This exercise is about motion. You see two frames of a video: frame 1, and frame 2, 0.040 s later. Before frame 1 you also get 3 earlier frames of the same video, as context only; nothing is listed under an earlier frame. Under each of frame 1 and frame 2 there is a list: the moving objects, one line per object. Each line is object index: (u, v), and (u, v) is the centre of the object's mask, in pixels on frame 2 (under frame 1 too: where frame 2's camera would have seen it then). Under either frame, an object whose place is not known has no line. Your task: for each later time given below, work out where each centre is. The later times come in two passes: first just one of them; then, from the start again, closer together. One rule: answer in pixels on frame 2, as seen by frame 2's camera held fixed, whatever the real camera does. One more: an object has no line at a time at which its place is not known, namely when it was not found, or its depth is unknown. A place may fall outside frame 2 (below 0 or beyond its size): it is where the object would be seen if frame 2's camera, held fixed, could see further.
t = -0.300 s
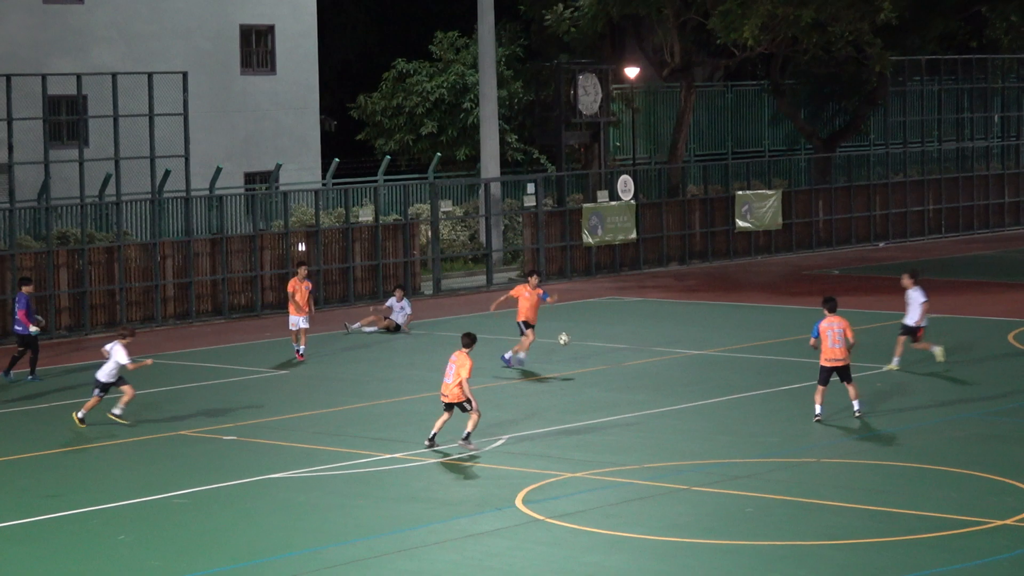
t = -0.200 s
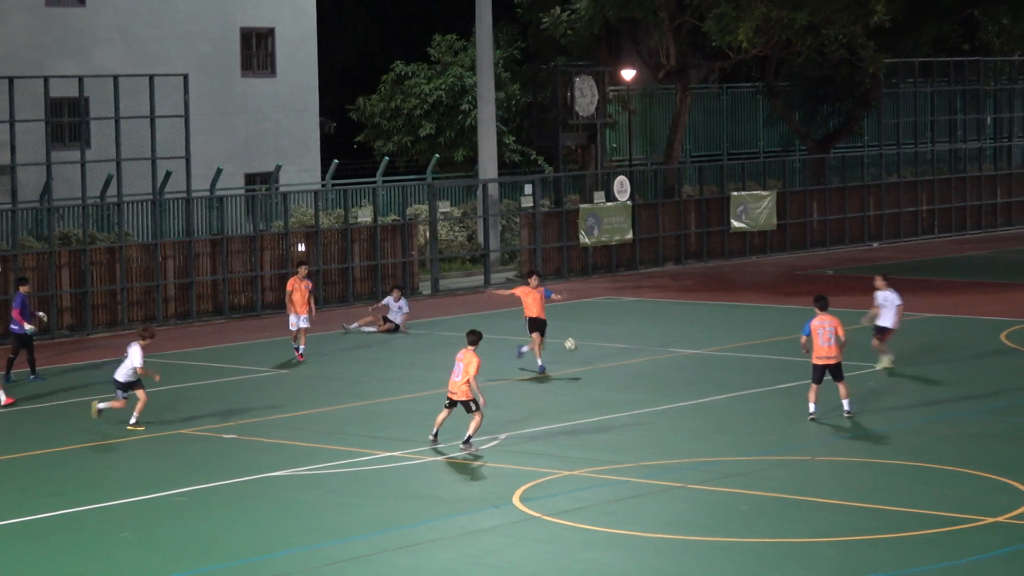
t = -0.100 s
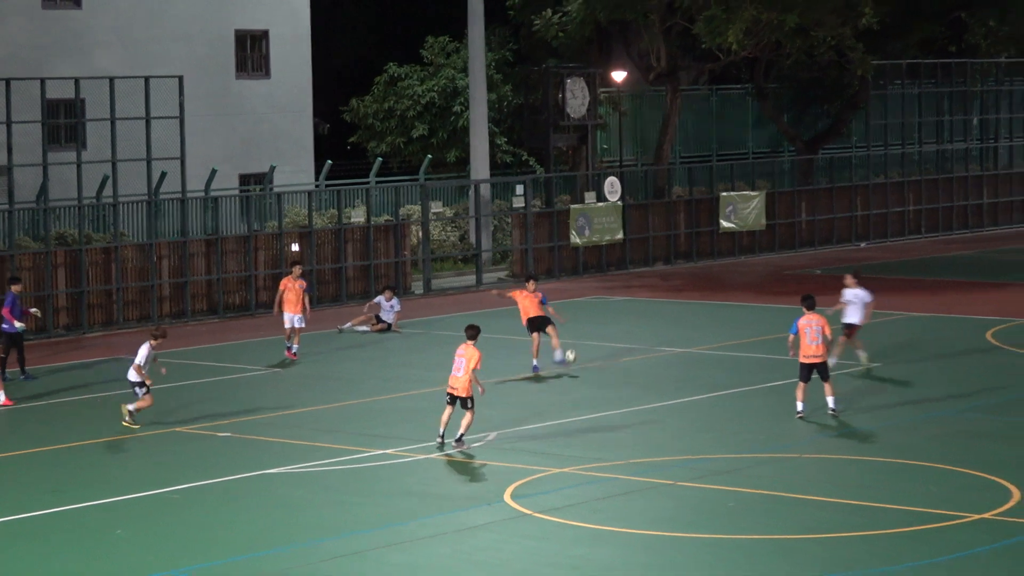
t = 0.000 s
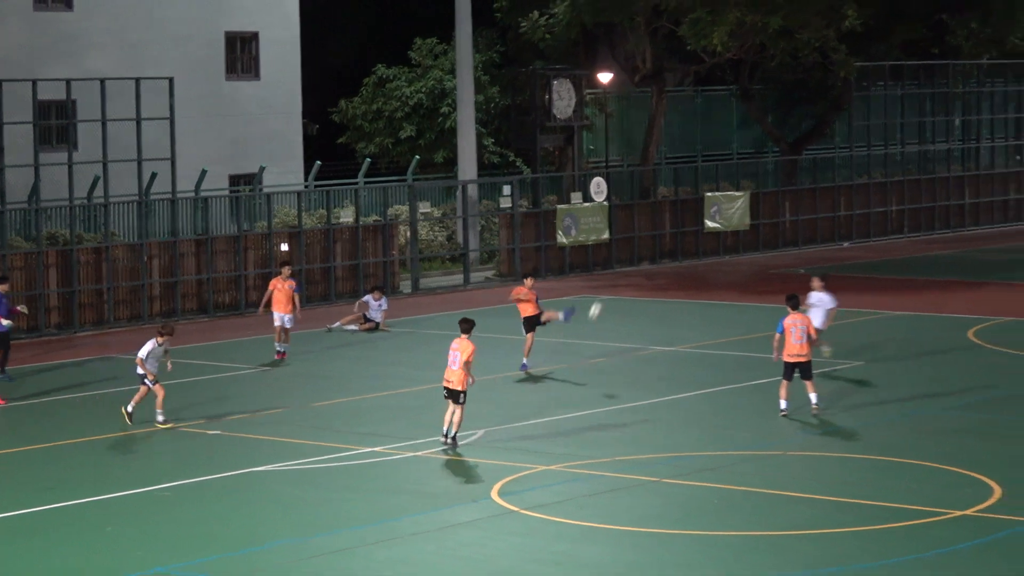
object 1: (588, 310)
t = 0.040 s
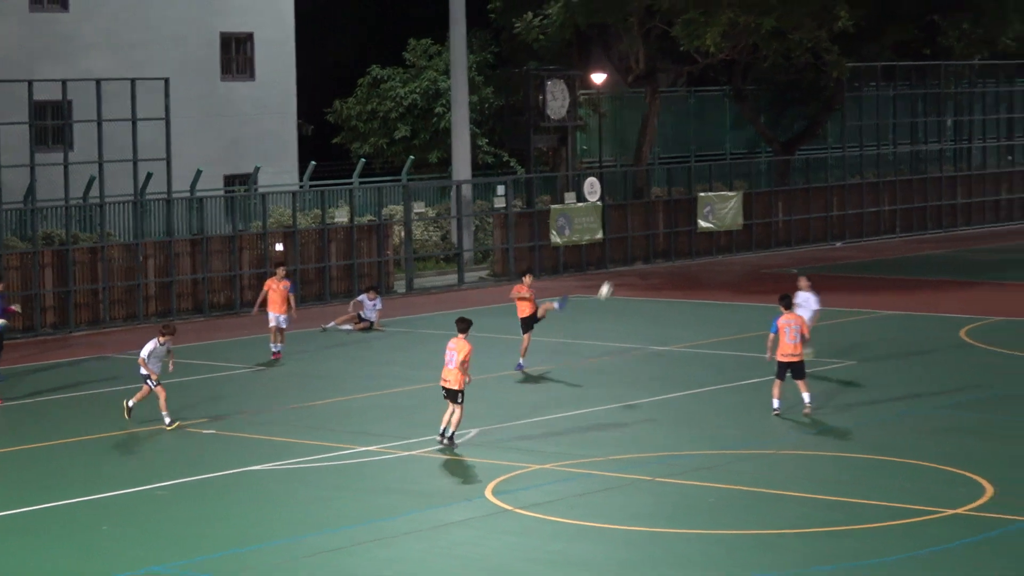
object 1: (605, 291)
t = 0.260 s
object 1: (697, 190)
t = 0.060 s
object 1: (614, 281)
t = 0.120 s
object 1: (639, 252)
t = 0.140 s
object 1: (648, 243)
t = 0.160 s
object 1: (656, 234)
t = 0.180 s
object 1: (664, 225)
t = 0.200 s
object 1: (672, 216)
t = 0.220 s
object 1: (681, 207)
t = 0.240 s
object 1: (689, 199)
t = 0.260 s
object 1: (697, 190)
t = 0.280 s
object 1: (706, 182)
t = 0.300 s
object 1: (715, 174)
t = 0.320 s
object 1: (723, 166)
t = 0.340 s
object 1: (731, 158)
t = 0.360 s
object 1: (740, 151)
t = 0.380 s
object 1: (749, 143)
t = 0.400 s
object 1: (758, 136)
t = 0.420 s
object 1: (767, 129)
